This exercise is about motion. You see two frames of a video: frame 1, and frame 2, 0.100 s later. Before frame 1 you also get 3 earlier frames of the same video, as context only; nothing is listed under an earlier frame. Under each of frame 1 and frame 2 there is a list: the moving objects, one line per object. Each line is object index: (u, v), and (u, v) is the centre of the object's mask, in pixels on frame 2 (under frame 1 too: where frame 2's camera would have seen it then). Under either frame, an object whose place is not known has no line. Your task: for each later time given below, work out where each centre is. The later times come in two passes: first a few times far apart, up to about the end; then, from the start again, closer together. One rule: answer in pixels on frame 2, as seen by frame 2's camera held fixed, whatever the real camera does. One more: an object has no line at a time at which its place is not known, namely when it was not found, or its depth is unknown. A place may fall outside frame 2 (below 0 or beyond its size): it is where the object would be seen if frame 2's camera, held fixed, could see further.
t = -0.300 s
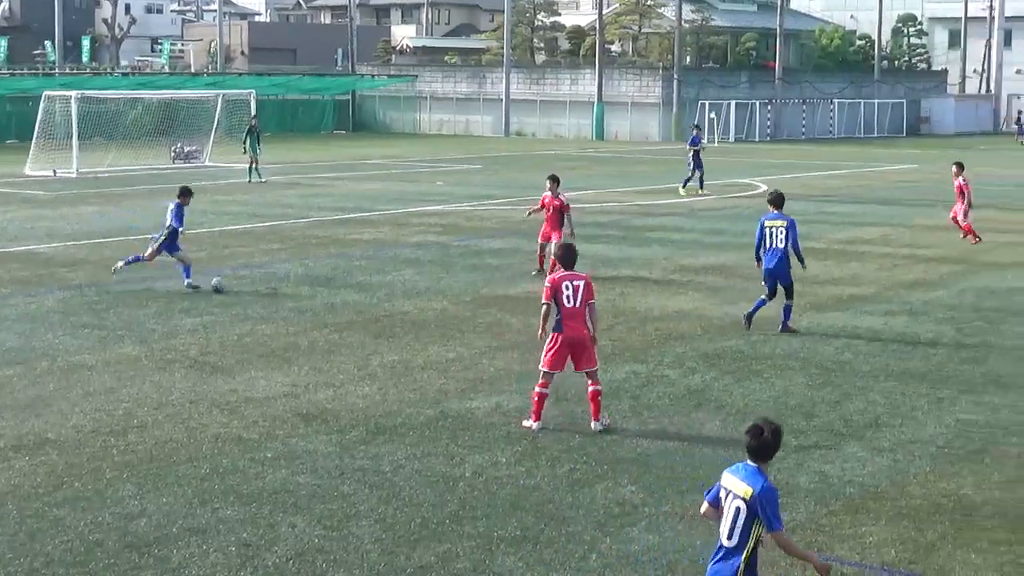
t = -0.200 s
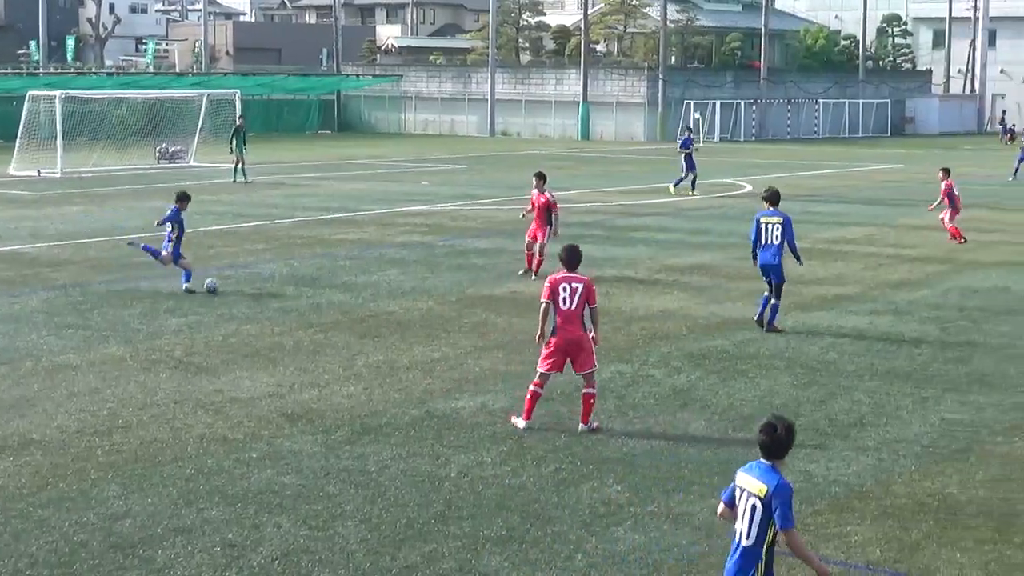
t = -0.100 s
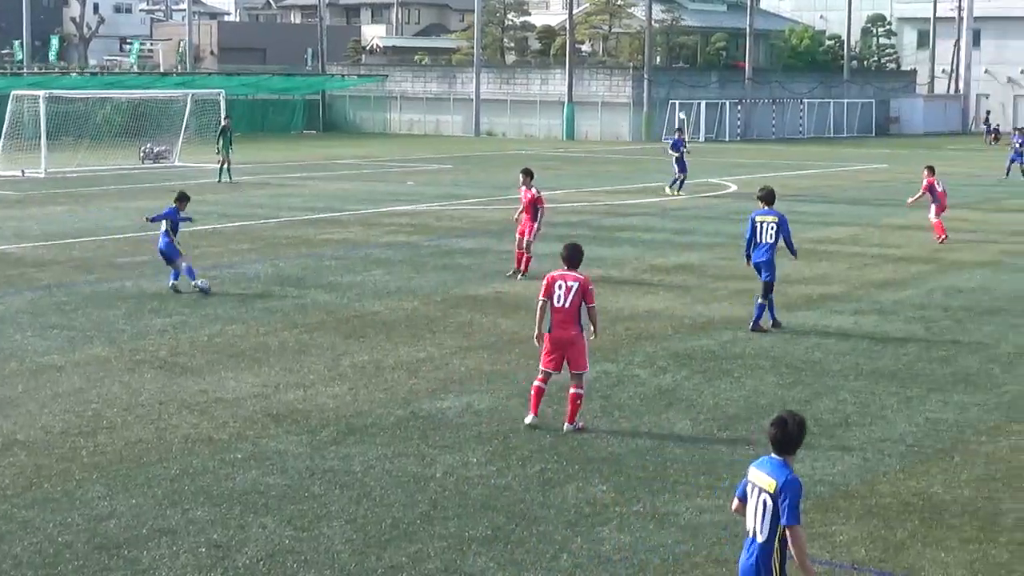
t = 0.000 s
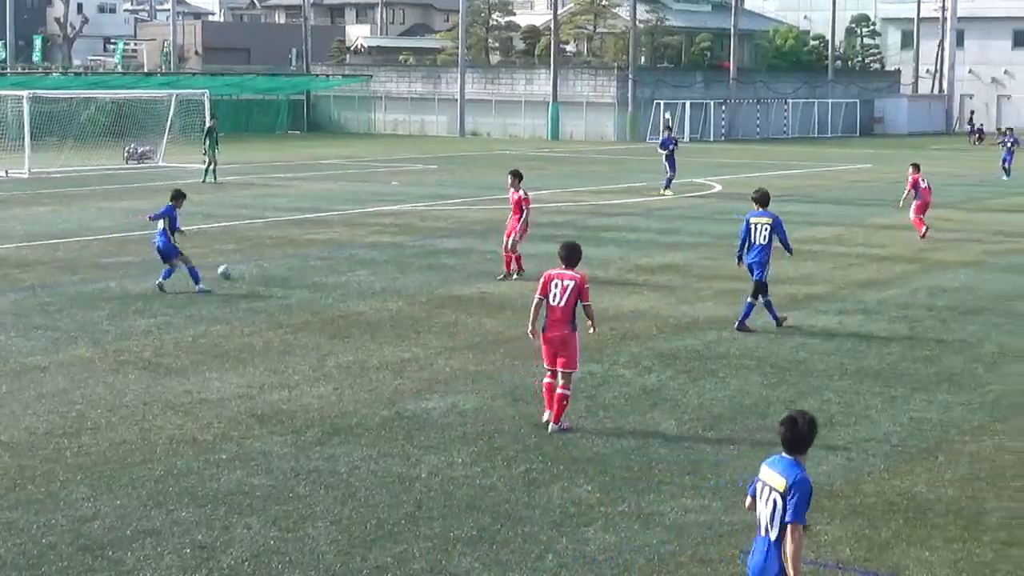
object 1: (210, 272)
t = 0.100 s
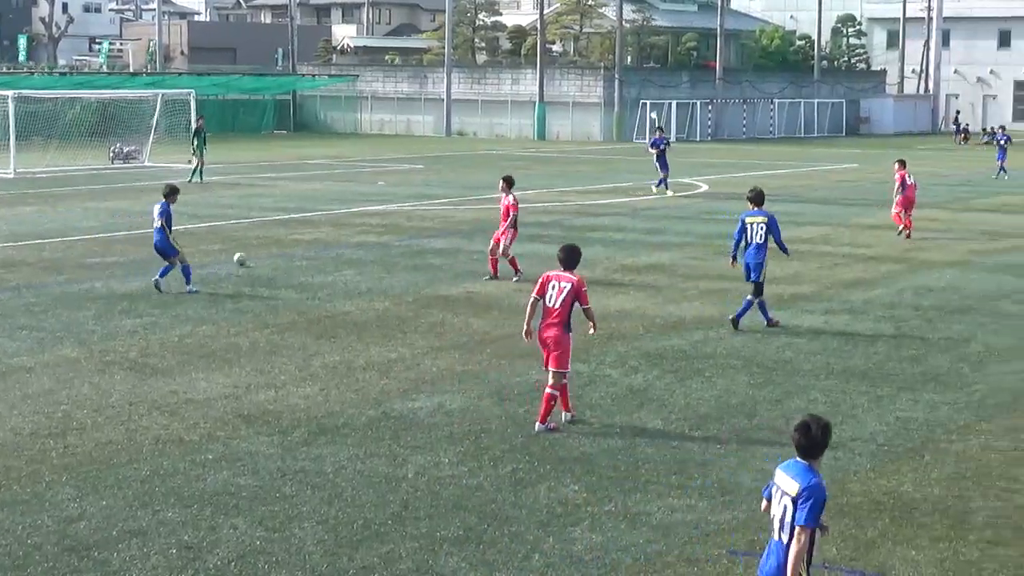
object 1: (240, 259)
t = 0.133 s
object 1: (245, 252)
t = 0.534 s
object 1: (300, 223)
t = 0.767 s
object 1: (308, 213)
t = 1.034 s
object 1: (309, 205)
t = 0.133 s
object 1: (245, 252)
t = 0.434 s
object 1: (292, 231)
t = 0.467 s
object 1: (295, 228)
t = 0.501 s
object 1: (297, 225)
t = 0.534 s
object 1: (300, 223)
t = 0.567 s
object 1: (302, 222)
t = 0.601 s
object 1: (303, 221)
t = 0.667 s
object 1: (306, 216)
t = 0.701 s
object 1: (306, 215)
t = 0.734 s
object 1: (307, 214)
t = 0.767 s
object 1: (308, 213)
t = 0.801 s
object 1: (308, 211)
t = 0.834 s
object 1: (309, 209)
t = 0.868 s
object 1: (309, 209)
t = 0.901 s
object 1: (310, 208)
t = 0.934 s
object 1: (309, 208)
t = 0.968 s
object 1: (309, 206)
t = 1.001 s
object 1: (309, 206)
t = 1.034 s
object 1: (309, 205)
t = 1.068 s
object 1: (309, 205)
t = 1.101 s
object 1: (310, 204)
